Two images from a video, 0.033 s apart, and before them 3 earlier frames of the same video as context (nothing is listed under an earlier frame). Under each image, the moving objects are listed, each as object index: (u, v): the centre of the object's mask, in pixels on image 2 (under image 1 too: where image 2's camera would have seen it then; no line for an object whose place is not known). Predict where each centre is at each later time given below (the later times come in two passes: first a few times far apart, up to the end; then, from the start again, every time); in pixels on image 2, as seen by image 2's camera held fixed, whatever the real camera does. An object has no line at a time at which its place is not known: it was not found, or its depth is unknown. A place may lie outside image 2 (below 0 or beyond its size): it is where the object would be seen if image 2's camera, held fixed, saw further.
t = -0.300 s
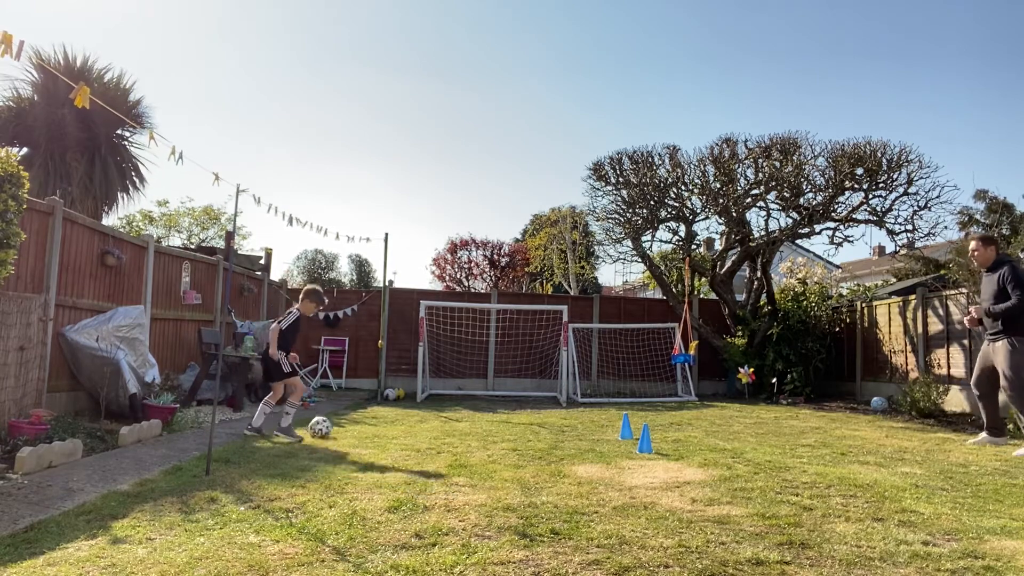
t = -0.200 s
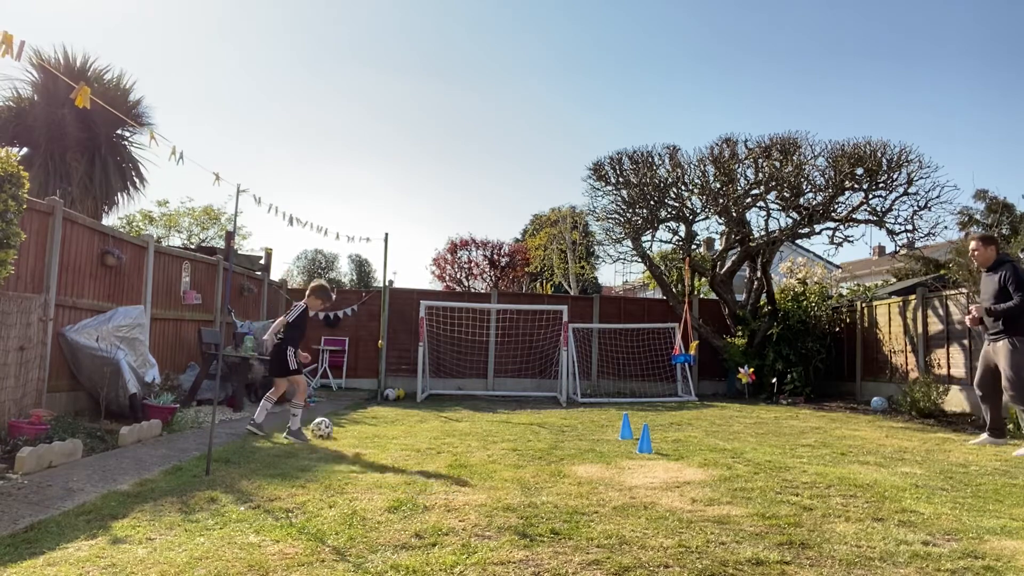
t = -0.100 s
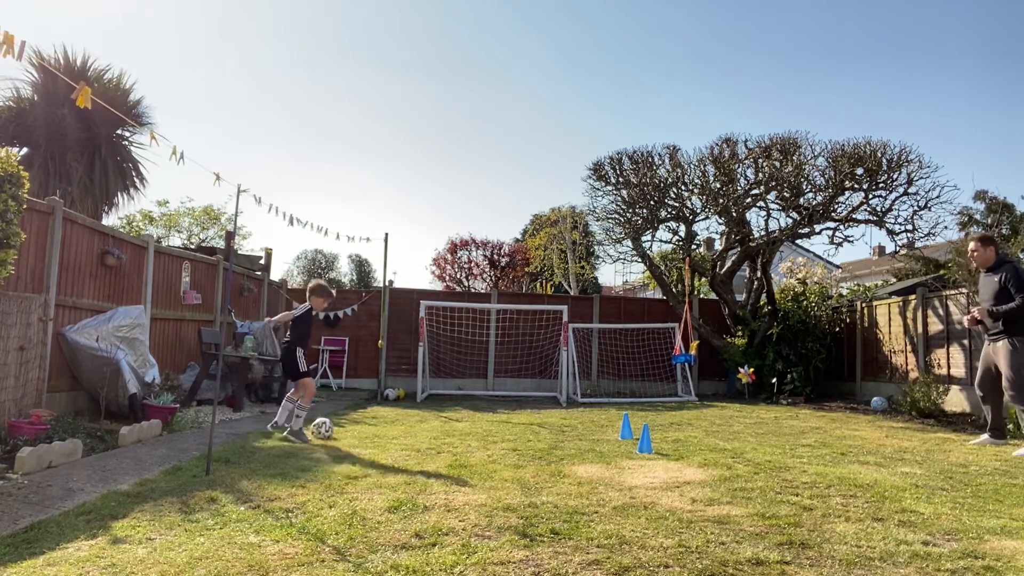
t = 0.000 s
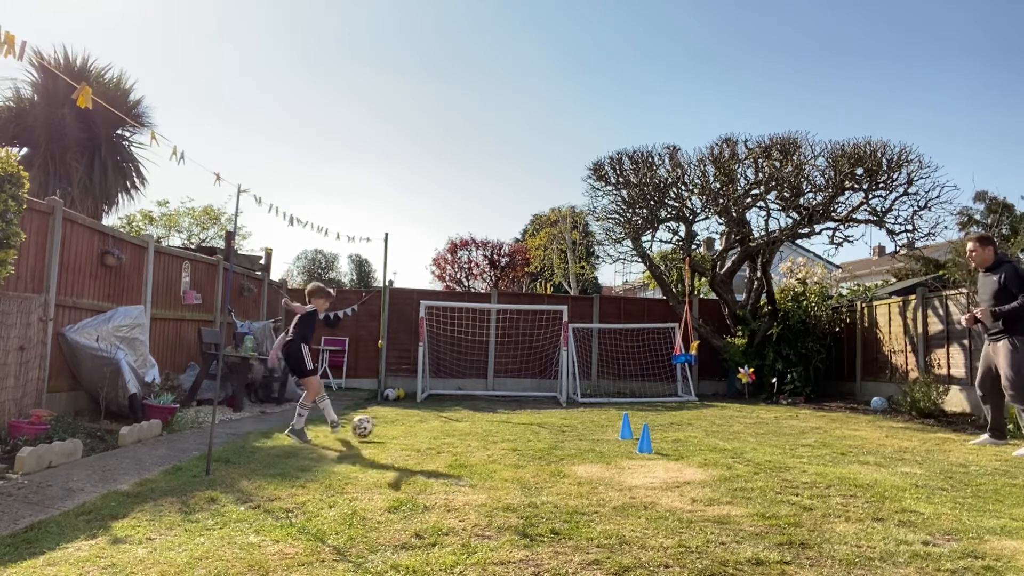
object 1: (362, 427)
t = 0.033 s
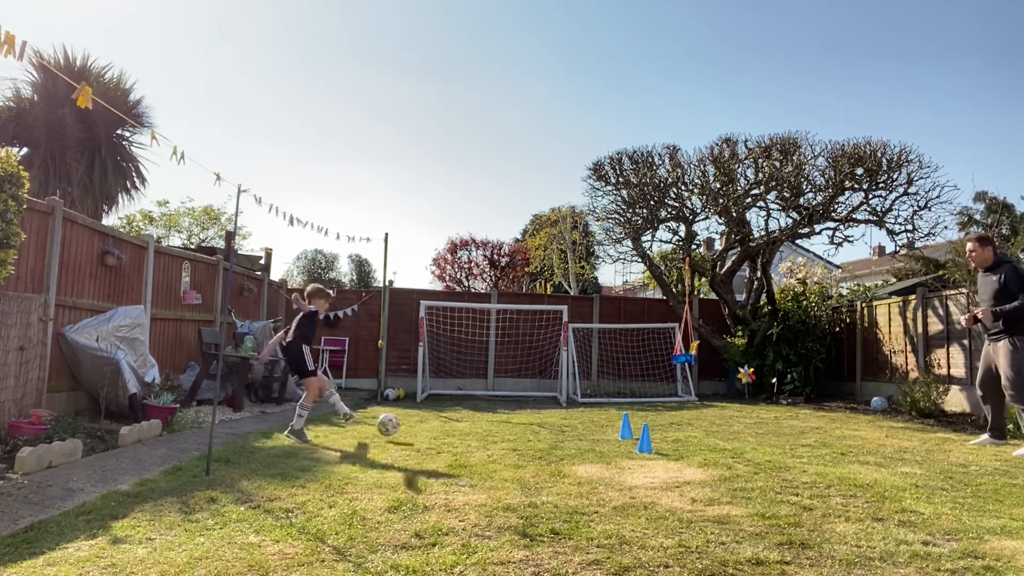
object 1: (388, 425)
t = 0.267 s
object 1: (555, 421)
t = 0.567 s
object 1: (708, 410)
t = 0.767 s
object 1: (815, 428)
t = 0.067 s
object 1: (414, 423)
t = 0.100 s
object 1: (439, 424)
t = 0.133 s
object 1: (465, 425)
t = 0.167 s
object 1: (491, 428)
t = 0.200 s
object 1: (517, 433)
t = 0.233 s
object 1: (538, 430)
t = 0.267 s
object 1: (555, 421)
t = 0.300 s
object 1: (572, 414)
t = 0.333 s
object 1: (589, 409)
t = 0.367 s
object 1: (606, 405)
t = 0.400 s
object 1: (623, 402)
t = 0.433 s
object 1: (640, 400)
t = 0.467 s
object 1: (657, 401)
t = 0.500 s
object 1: (674, 404)
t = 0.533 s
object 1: (691, 405)
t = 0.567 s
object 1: (708, 410)
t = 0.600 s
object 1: (726, 417)
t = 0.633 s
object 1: (742, 424)
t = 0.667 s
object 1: (760, 433)
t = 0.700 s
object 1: (778, 439)
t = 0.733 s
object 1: (797, 432)
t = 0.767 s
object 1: (815, 428)
